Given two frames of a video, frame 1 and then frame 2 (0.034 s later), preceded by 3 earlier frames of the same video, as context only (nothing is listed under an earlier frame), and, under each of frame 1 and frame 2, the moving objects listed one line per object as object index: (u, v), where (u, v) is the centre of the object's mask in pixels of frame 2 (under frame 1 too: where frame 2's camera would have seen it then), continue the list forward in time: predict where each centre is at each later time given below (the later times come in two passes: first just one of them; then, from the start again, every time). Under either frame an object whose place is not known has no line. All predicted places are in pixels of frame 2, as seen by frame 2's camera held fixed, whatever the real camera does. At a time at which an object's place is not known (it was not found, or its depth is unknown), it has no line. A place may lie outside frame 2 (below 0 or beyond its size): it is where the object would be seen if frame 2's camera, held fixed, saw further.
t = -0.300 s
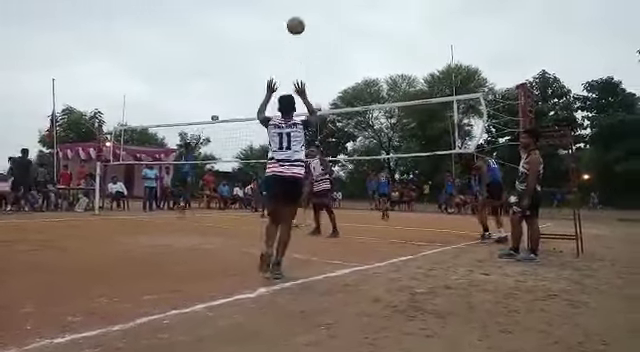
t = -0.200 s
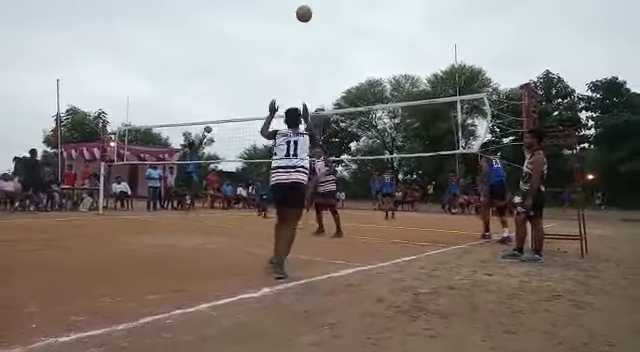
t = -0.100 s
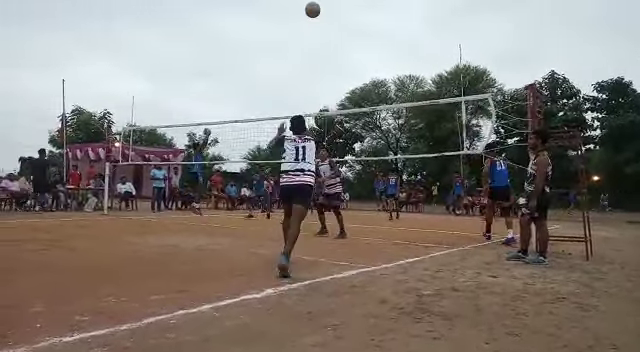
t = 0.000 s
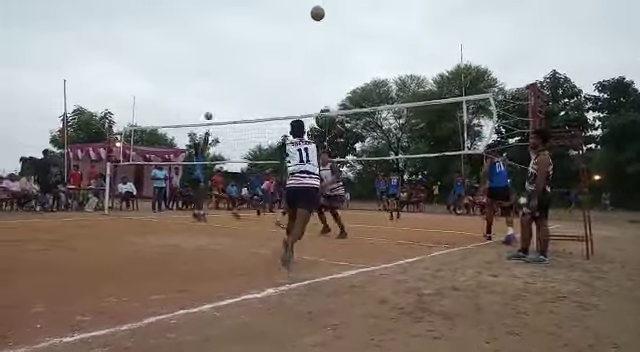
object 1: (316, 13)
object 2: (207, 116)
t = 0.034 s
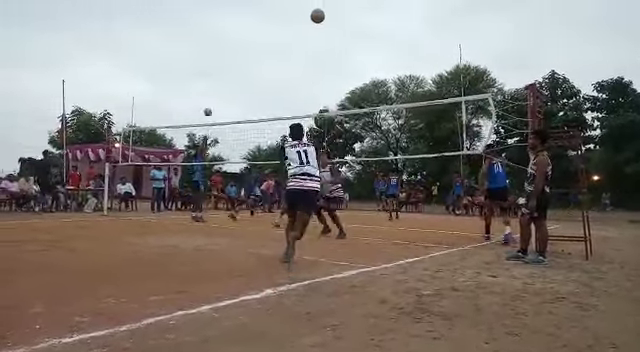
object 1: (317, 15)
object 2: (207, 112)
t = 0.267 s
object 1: (323, 48)
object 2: (208, 91)
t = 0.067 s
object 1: (318, 19)
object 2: (207, 108)
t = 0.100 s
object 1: (319, 22)
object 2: (207, 104)
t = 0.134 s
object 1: (320, 27)
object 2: (207, 101)
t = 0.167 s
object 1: (321, 32)
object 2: (208, 98)
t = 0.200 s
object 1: (322, 37)
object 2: (208, 95)
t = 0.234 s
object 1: (322, 42)
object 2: (208, 93)
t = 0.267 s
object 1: (323, 48)
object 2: (208, 91)
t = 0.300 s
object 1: (324, 54)
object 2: (208, 90)
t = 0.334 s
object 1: (324, 61)
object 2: (208, 89)
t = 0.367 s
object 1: (325, 68)
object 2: (208, 89)
